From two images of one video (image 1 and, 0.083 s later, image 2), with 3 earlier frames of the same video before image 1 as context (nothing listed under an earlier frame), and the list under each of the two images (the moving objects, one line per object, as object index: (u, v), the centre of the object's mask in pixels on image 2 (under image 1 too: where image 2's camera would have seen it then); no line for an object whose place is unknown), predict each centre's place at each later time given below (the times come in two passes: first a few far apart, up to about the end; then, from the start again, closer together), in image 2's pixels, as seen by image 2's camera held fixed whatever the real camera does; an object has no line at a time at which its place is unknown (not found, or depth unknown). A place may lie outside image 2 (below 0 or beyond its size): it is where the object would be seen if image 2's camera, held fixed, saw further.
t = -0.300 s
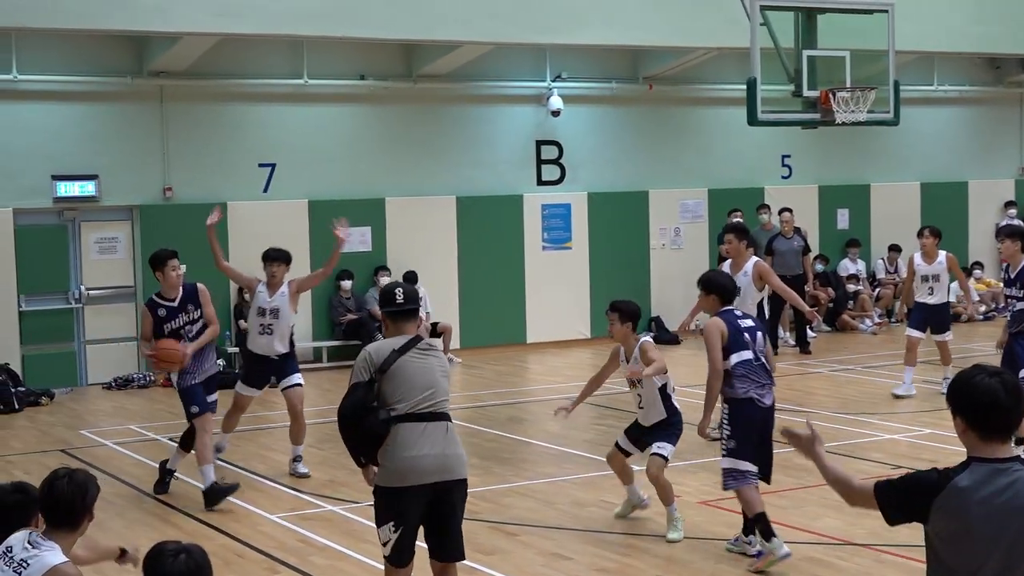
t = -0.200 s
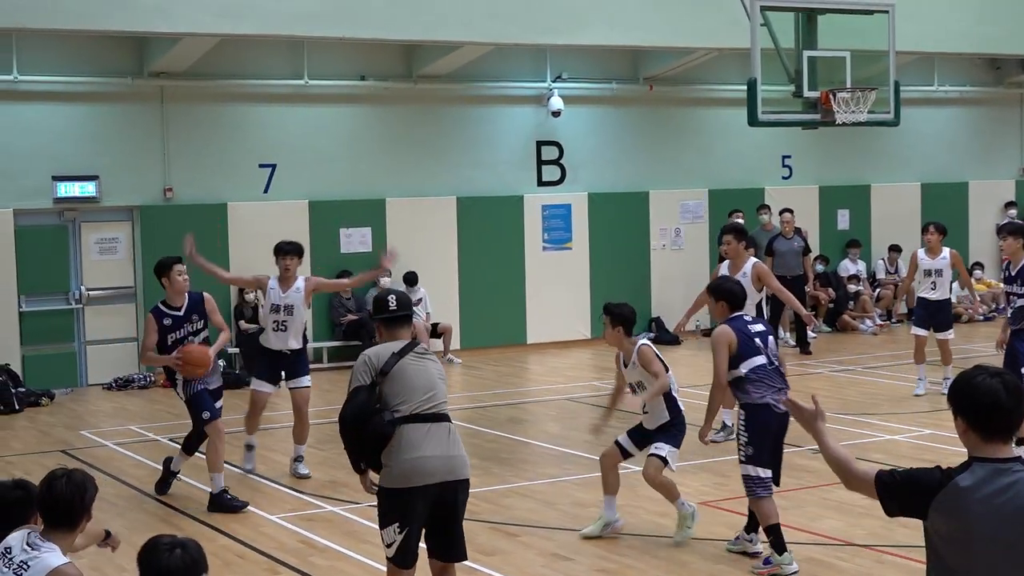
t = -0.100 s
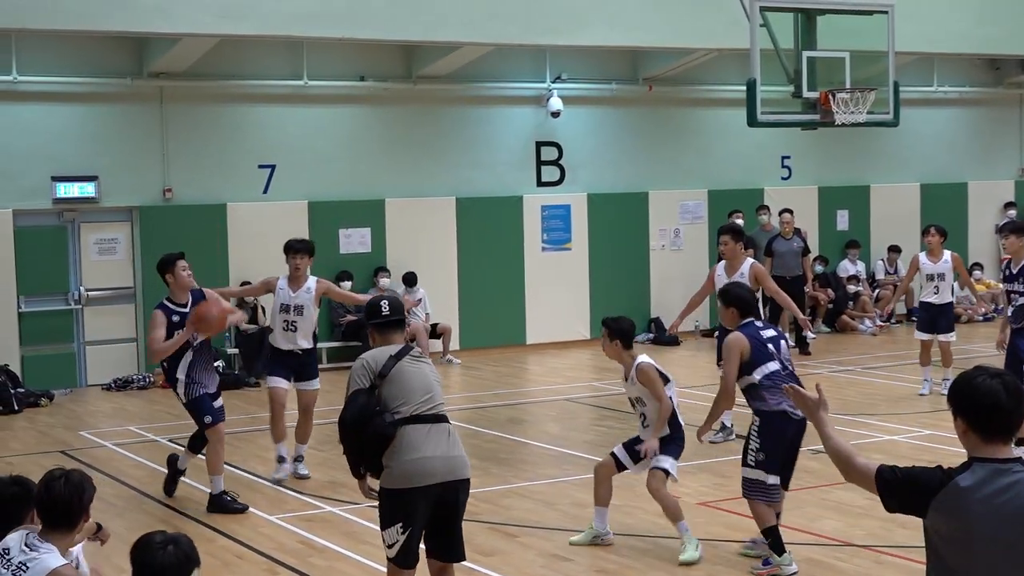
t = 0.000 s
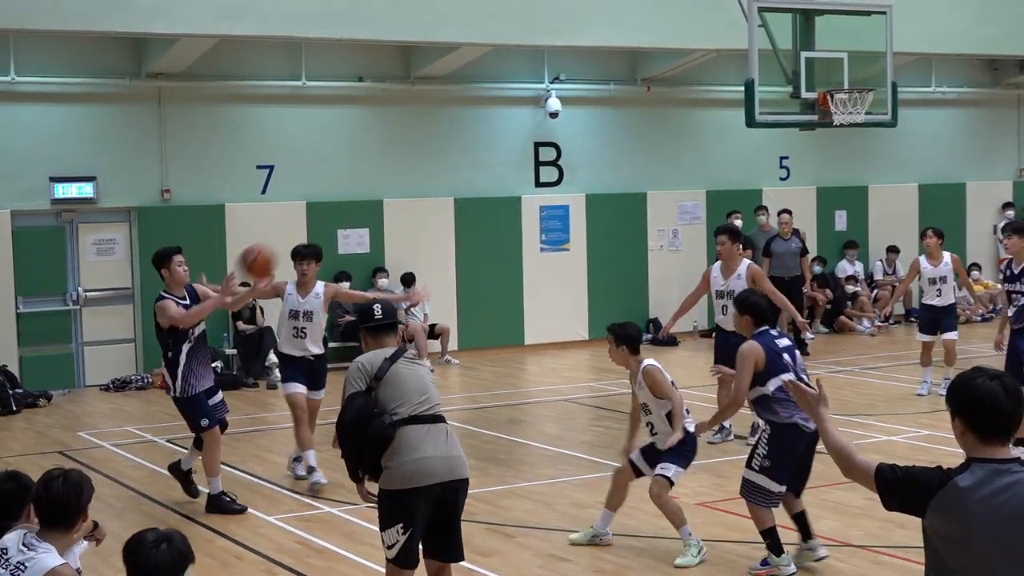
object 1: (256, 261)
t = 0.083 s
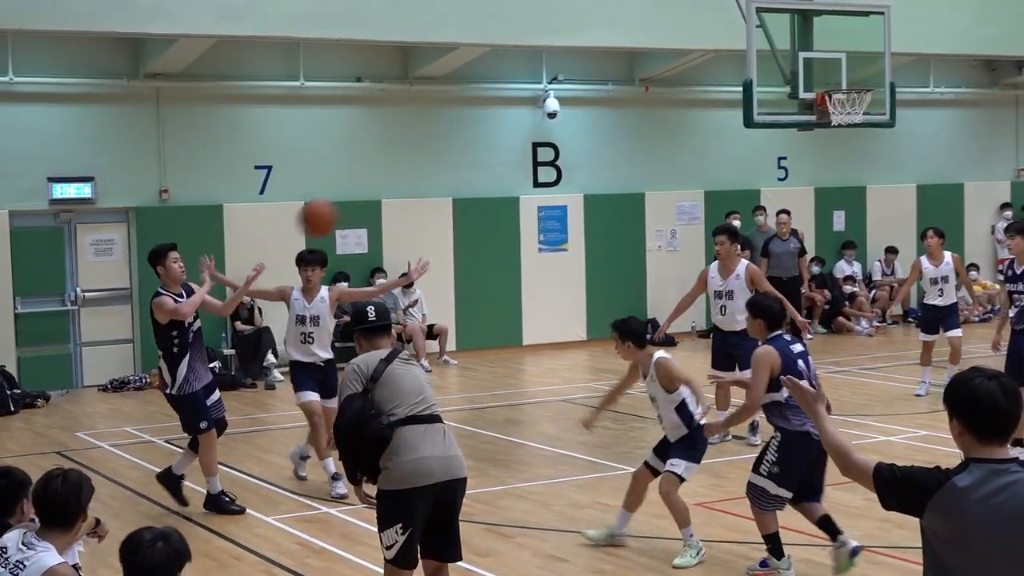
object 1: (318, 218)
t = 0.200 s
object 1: (410, 169)
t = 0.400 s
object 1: (582, 129)
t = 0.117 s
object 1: (342, 203)
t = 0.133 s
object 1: (357, 195)
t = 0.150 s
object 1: (370, 187)
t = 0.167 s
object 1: (383, 181)
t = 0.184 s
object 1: (397, 175)
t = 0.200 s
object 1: (410, 169)
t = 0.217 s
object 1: (423, 164)
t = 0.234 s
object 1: (437, 158)
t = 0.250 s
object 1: (451, 153)
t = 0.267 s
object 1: (465, 149)
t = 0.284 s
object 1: (479, 145)
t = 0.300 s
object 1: (493, 141)
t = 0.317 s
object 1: (507, 138)
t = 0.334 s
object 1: (523, 135)
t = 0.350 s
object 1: (536, 133)
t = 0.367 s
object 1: (551, 131)
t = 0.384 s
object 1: (567, 129)
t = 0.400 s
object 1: (582, 129)
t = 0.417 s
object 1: (597, 128)
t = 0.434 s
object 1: (613, 127)
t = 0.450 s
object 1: (628, 128)
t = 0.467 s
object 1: (643, 129)
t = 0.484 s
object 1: (660, 130)
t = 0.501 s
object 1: (676, 131)
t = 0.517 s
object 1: (693, 134)
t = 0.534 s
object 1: (708, 136)
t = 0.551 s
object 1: (724, 139)
